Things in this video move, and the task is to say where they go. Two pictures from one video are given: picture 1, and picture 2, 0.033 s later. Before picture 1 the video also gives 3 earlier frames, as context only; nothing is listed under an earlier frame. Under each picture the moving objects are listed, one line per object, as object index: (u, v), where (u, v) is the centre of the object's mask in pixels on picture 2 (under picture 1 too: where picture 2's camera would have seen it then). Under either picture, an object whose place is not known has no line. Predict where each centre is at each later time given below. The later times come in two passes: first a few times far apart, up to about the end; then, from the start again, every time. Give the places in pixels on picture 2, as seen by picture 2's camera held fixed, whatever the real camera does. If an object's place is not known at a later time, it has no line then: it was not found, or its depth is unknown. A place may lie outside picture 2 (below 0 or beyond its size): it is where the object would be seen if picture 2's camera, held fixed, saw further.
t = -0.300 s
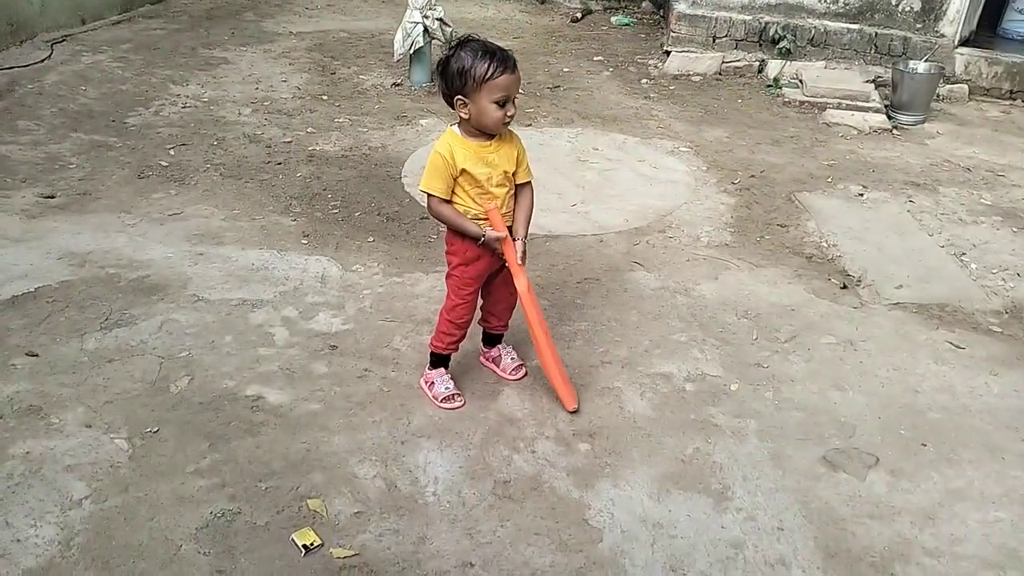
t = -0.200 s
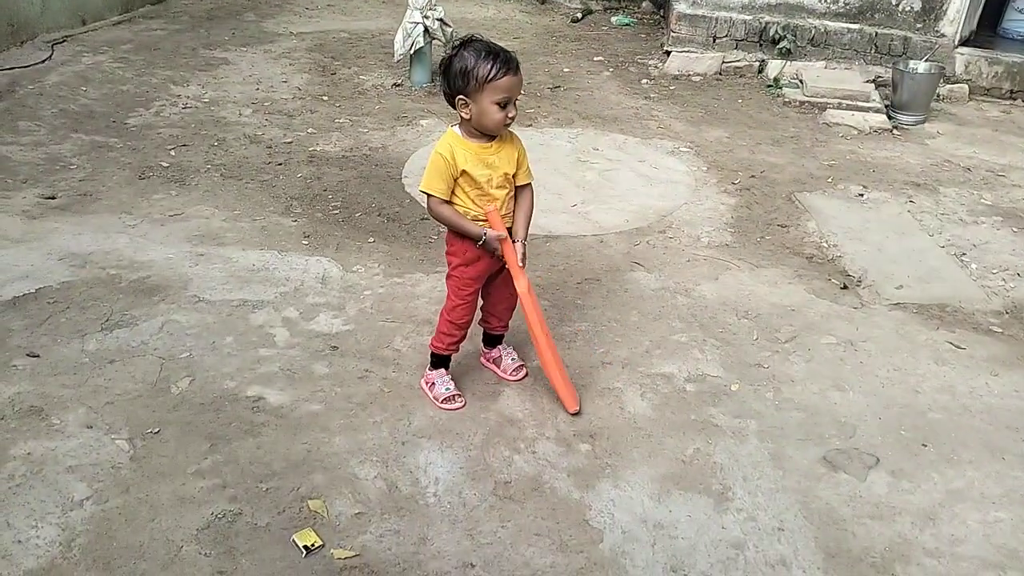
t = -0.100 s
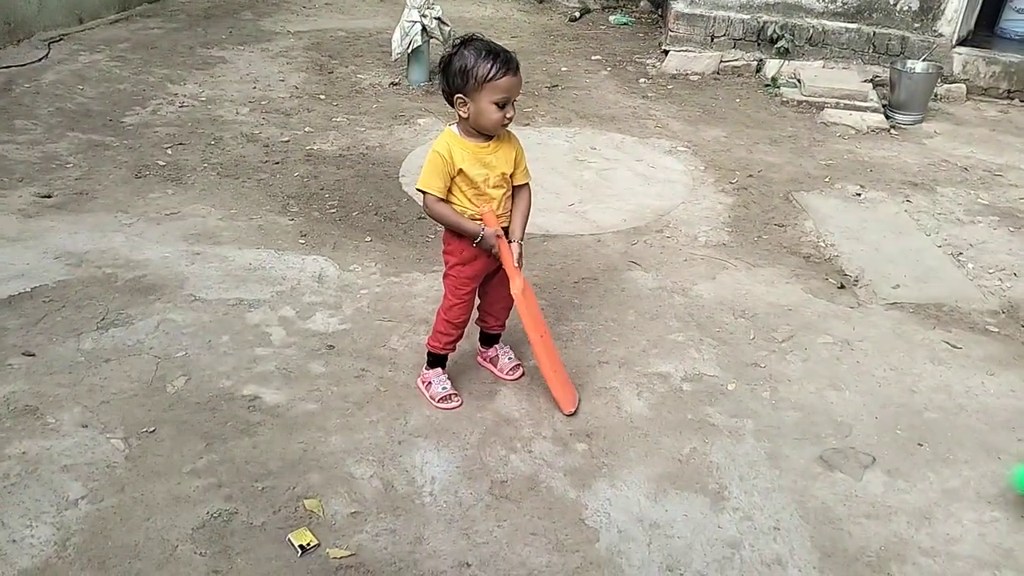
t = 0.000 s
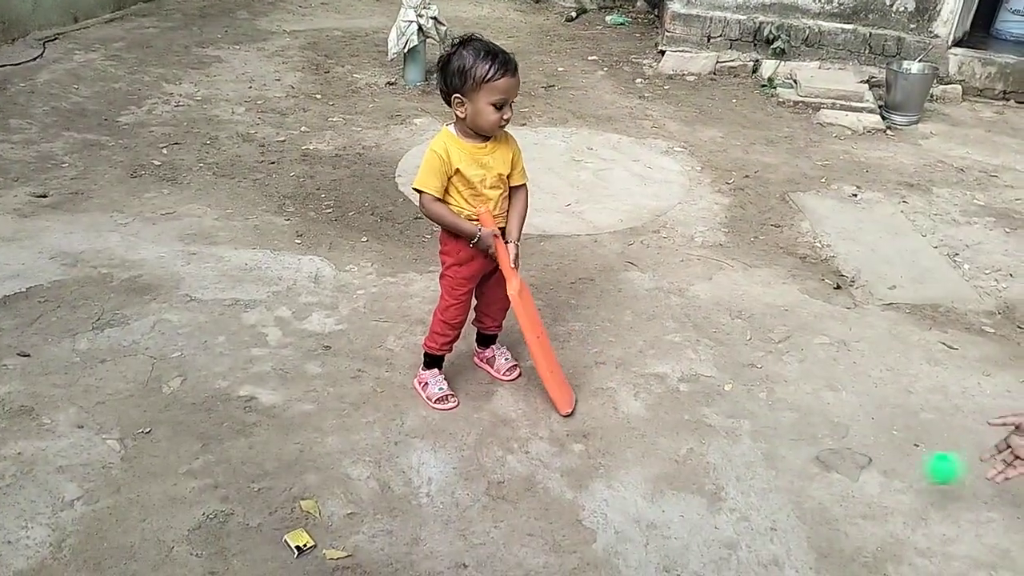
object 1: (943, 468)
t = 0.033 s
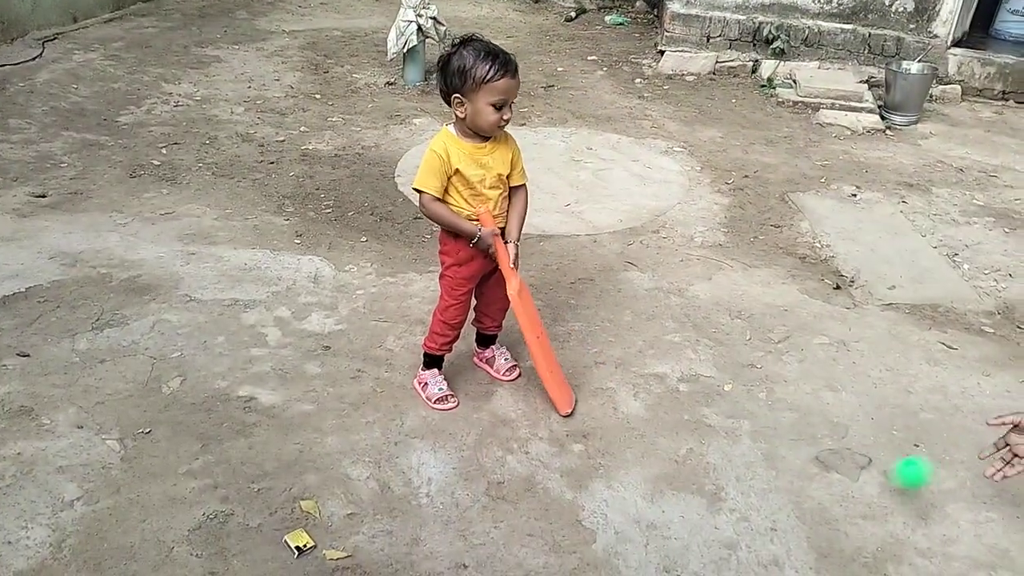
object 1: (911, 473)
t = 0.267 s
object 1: (766, 468)
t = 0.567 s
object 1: (658, 422)
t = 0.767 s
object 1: (596, 403)
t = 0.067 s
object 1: (879, 482)
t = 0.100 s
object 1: (854, 486)
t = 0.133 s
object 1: (839, 474)
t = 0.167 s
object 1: (822, 466)
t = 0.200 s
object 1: (803, 462)
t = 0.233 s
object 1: (784, 463)
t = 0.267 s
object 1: (766, 468)
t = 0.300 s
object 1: (751, 464)
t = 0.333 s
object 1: (739, 452)
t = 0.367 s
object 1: (727, 445)
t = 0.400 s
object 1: (714, 442)
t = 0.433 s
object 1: (701, 443)
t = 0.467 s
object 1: (687, 447)
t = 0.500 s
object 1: (676, 442)
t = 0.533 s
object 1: (667, 430)
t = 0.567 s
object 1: (658, 422)
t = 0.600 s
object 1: (649, 419)
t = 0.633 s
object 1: (639, 419)
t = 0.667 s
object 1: (629, 419)
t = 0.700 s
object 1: (619, 411)
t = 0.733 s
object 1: (607, 404)
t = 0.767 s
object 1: (596, 403)
